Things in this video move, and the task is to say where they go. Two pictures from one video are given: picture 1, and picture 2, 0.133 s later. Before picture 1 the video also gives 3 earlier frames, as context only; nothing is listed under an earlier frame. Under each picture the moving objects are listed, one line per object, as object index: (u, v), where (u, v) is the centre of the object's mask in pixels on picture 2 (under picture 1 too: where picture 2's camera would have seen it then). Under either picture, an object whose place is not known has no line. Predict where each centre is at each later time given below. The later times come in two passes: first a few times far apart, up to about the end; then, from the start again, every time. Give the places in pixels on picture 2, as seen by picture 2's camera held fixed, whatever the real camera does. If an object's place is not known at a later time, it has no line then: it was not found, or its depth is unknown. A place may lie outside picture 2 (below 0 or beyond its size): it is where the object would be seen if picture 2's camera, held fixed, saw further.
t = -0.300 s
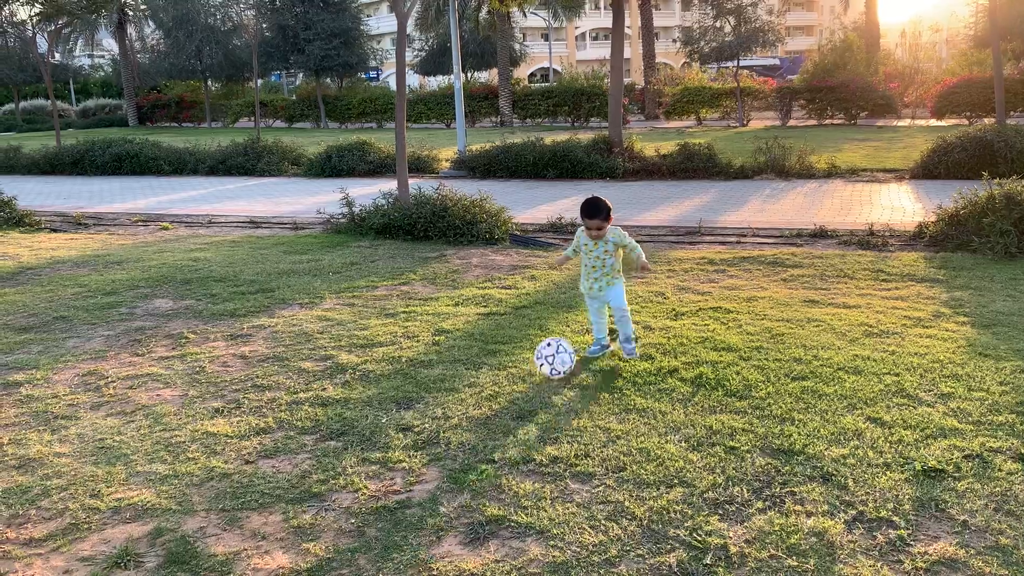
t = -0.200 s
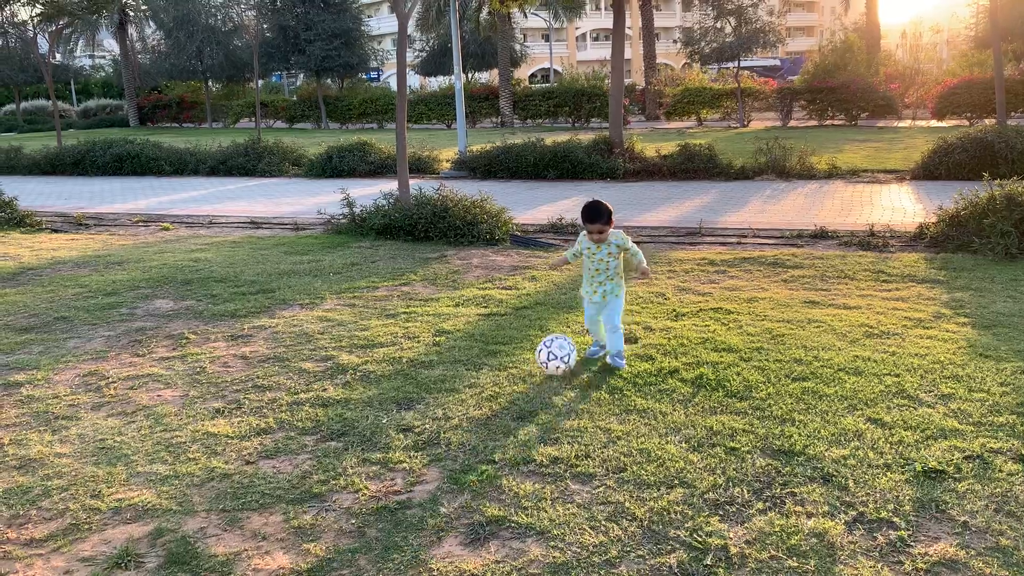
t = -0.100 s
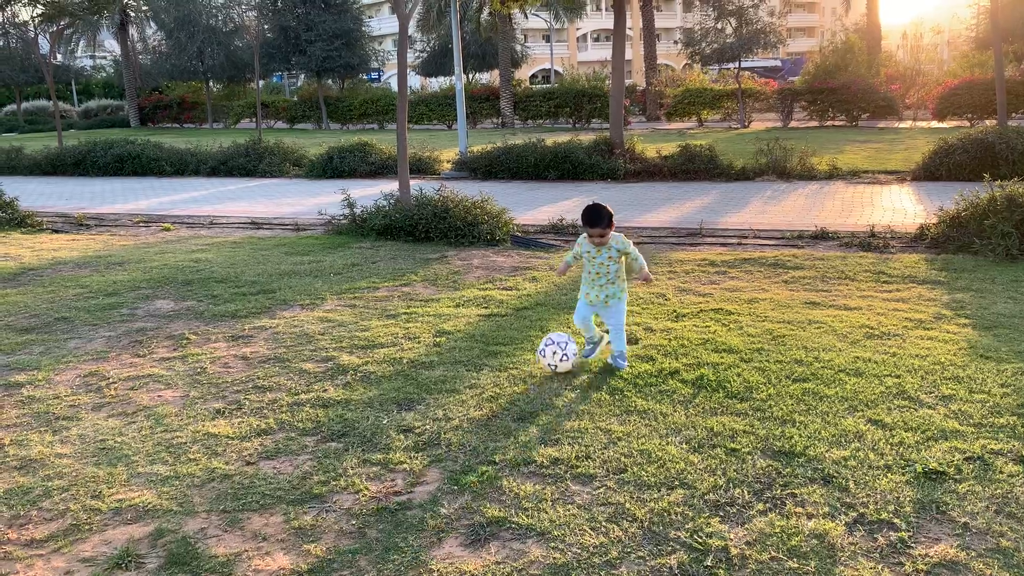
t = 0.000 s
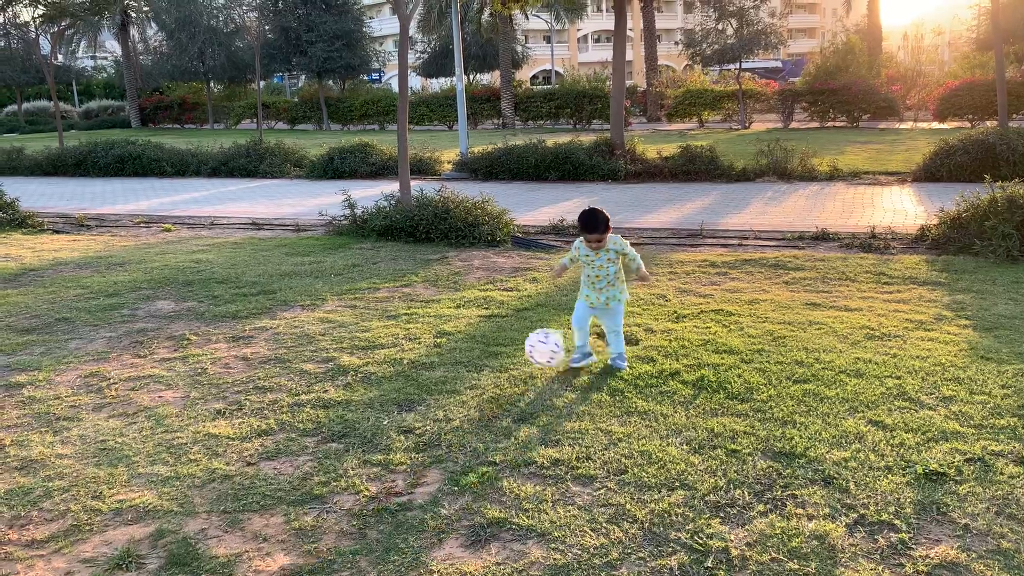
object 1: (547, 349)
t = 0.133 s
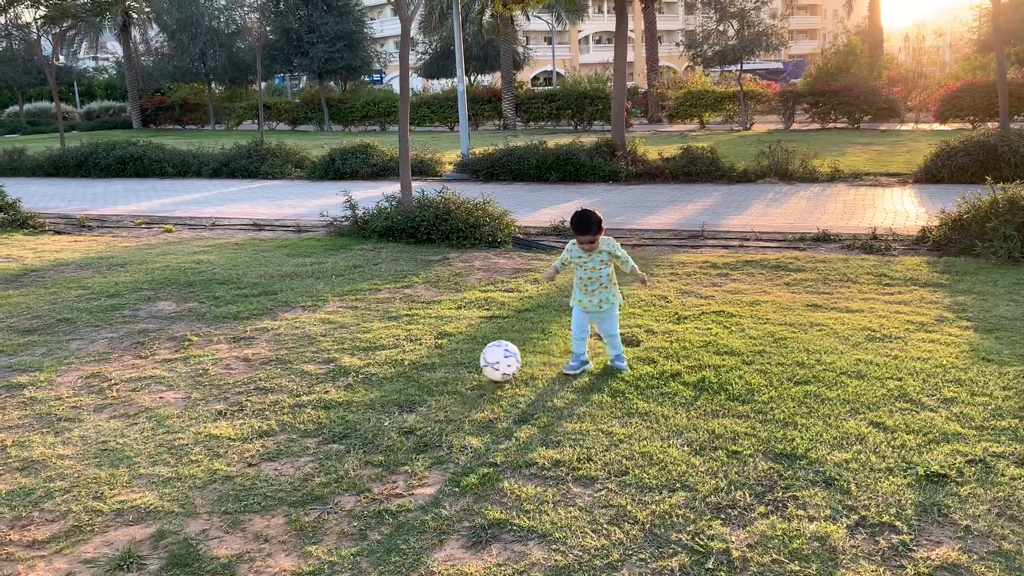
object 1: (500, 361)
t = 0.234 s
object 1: (477, 359)
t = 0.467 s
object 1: (436, 362)
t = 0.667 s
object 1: (411, 365)
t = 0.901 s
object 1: (384, 368)
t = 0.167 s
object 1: (492, 359)
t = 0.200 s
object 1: (485, 359)
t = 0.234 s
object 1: (477, 359)
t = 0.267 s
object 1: (470, 360)
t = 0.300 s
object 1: (464, 362)
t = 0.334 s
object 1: (458, 362)
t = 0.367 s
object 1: (452, 362)
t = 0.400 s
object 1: (447, 362)
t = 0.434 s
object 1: (441, 362)
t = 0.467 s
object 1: (436, 362)
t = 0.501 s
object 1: (432, 361)
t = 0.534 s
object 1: (428, 361)
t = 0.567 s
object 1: (424, 361)
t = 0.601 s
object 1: (419, 363)
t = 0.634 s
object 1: (415, 364)
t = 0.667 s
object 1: (411, 365)
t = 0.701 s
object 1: (407, 366)
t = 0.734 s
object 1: (403, 366)
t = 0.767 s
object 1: (399, 367)
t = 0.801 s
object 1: (395, 367)
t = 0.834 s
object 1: (391, 367)
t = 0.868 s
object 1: (387, 367)
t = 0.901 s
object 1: (384, 368)
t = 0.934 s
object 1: (380, 368)
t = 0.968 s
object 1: (376, 369)
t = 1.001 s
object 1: (371, 369)
